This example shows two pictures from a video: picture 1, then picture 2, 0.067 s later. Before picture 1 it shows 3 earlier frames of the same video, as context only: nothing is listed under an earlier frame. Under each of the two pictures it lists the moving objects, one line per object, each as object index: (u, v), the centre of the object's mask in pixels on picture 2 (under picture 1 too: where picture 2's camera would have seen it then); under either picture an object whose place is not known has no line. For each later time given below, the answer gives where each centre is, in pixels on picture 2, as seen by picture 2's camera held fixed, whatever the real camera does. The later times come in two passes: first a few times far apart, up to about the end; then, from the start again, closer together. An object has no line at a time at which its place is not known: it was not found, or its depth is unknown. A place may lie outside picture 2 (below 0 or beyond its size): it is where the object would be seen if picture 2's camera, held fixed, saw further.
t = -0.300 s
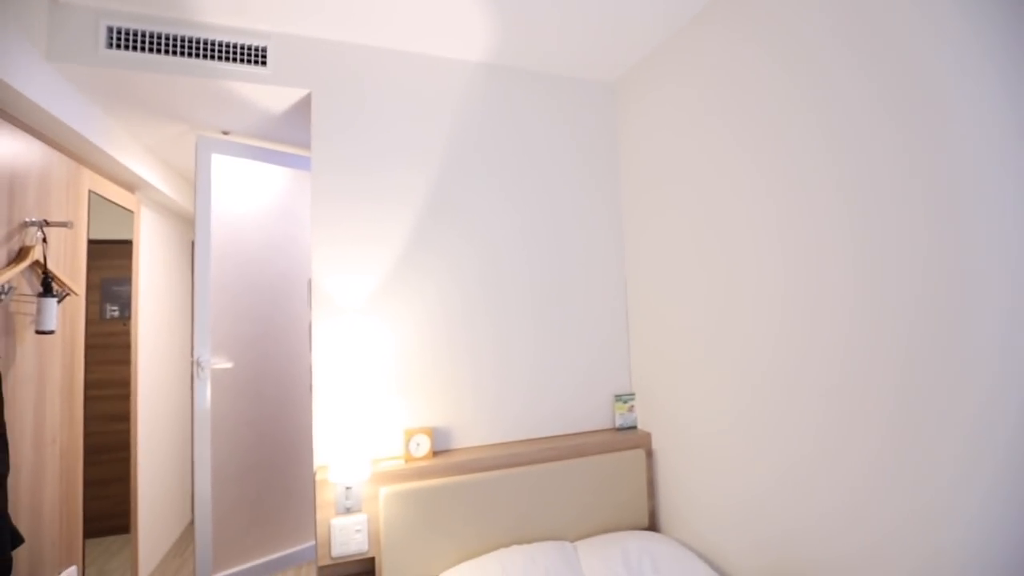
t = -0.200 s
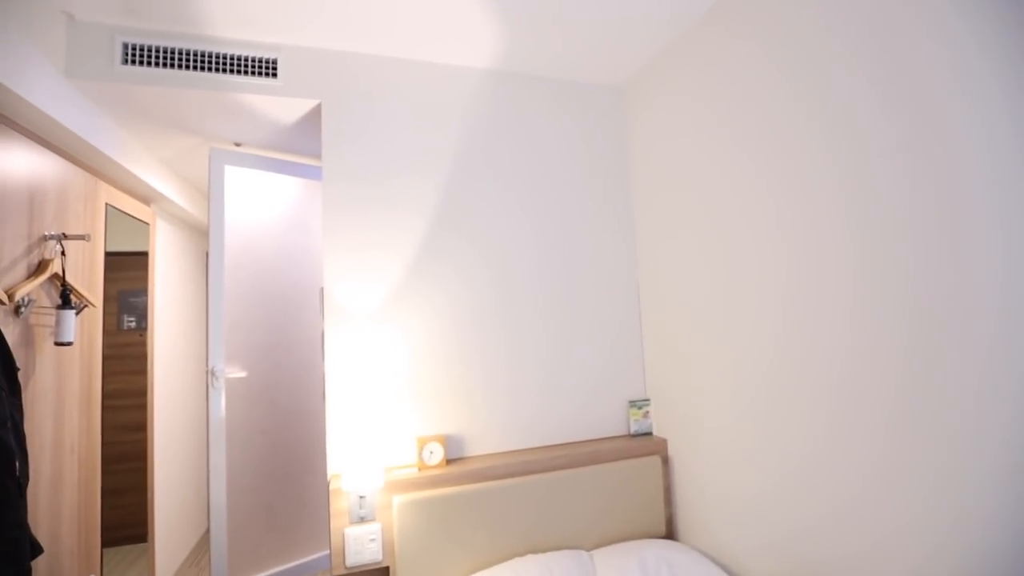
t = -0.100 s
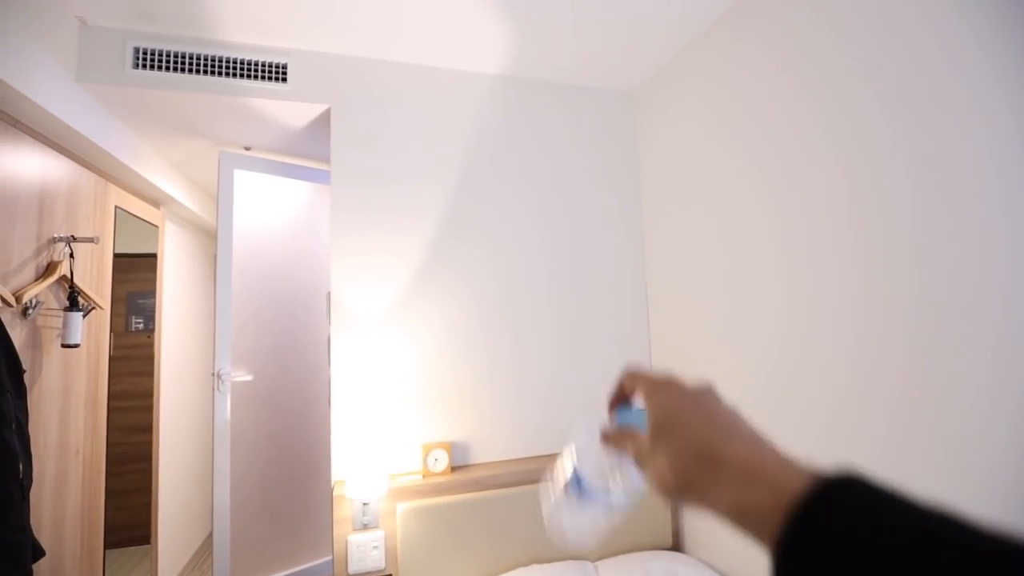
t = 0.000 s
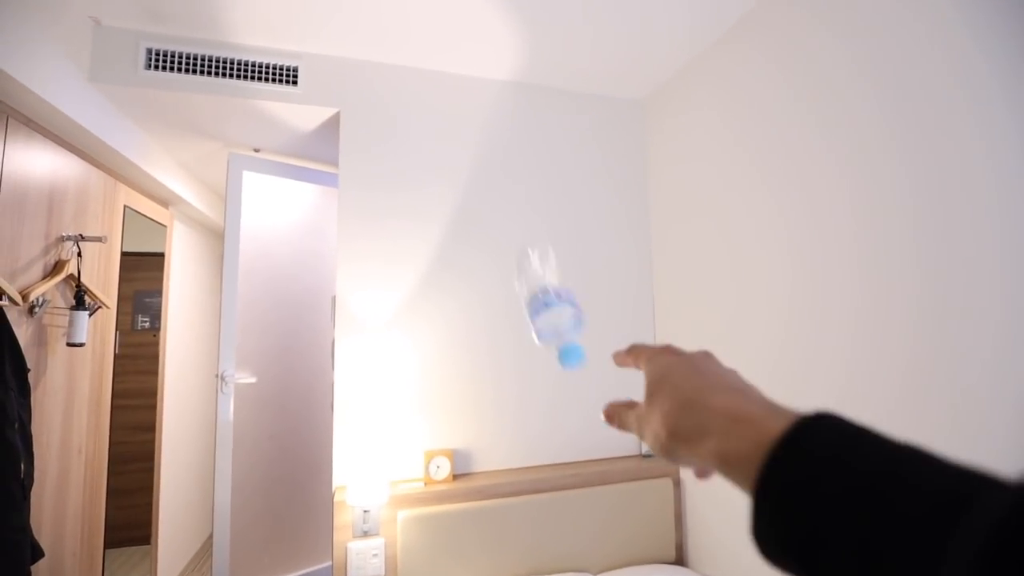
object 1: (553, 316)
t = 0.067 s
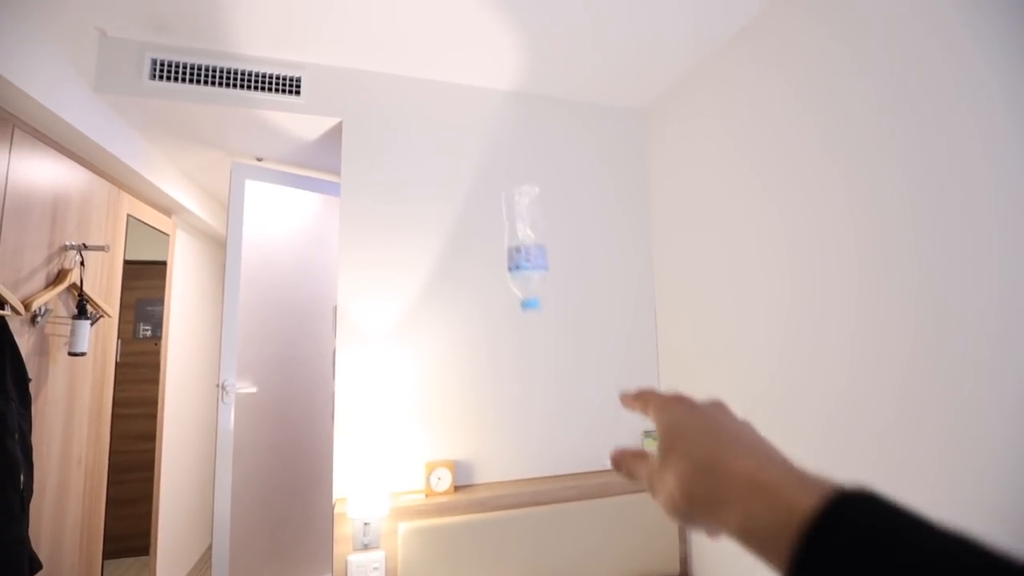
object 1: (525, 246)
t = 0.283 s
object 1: (494, 228)
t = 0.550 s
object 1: (476, 409)
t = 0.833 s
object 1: (479, 461)
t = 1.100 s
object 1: (480, 462)
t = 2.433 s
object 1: (480, 462)
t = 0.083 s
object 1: (522, 234)
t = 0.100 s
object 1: (518, 227)
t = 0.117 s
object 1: (515, 220)
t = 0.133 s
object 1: (511, 215)
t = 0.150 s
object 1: (508, 213)
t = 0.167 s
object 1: (506, 211)
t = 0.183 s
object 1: (505, 210)
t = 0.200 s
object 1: (502, 210)
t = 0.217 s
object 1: (500, 213)
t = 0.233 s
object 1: (498, 219)
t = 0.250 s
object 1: (497, 219)
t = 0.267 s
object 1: (495, 223)
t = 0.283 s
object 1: (494, 228)
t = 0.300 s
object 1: (492, 235)
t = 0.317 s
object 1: (489, 241)
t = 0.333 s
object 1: (488, 249)
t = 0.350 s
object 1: (487, 259)
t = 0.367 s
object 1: (486, 268)
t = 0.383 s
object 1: (485, 278)
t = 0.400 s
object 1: (483, 282)
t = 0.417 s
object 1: (484, 304)
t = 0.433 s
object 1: (483, 316)
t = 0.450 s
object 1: (480, 326)
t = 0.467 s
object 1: (480, 339)
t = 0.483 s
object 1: (479, 351)
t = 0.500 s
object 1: (477, 366)
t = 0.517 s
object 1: (478, 380)
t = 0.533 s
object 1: (477, 393)
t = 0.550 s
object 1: (476, 409)
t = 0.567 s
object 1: (476, 422)
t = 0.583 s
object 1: (476, 435)
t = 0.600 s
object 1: (476, 448)
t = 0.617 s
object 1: (474, 461)
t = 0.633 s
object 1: (475, 459)
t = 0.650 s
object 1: (475, 461)
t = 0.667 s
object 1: (476, 461)
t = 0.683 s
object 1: (476, 461)
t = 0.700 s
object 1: (477, 461)
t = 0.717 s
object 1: (478, 461)
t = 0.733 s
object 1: (478, 461)
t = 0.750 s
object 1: (479, 461)
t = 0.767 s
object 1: (479, 461)
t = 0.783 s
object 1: (479, 460)
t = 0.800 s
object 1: (479, 461)
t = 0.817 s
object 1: (479, 461)
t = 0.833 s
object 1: (479, 461)
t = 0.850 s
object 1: (479, 461)
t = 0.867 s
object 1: (479, 462)
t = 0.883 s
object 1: (479, 461)
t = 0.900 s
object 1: (479, 462)
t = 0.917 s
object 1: (479, 462)
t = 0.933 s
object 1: (479, 461)
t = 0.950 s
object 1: (480, 462)
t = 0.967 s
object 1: (479, 462)
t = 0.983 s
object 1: (480, 462)
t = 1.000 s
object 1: (480, 462)
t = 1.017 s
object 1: (480, 462)
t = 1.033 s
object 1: (480, 462)
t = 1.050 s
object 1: (480, 462)
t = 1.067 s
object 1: (480, 461)
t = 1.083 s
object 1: (480, 461)
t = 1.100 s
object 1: (480, 462)
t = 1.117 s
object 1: (480, 461)
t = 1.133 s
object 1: (480, 461)
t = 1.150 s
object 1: (480, 460)
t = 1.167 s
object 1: (480, 462)
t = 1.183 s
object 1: (480, 461)
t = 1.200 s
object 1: (480, 462)
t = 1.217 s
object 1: (480, 461)
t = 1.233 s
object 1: (481, 461)
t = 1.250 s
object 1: (480, 461)
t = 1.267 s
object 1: (480, 461)
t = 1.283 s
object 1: (480, 461)
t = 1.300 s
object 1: (480, 461)
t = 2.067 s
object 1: (480, 462)
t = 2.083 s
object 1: (480, 462)
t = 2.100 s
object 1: (480, 463)
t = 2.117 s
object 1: (480, 463)
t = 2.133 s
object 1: (480, 463)
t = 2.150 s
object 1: (480, 464)
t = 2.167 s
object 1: (481, 463)
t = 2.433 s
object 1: (480, 462)
